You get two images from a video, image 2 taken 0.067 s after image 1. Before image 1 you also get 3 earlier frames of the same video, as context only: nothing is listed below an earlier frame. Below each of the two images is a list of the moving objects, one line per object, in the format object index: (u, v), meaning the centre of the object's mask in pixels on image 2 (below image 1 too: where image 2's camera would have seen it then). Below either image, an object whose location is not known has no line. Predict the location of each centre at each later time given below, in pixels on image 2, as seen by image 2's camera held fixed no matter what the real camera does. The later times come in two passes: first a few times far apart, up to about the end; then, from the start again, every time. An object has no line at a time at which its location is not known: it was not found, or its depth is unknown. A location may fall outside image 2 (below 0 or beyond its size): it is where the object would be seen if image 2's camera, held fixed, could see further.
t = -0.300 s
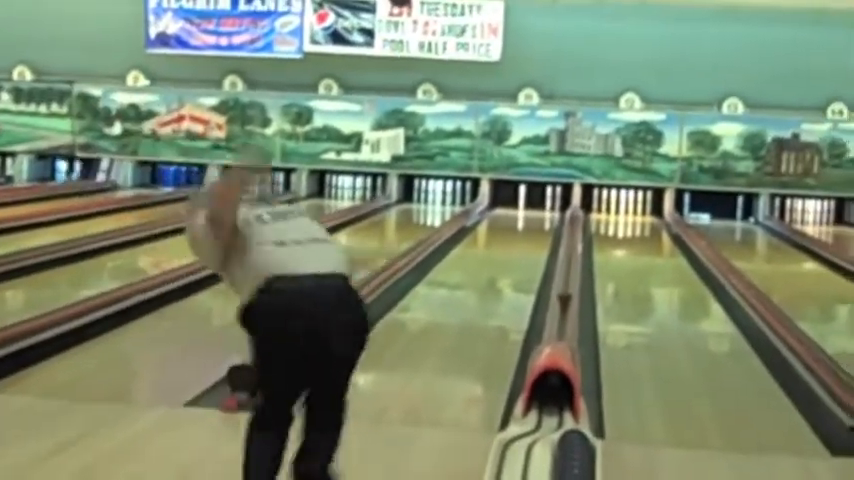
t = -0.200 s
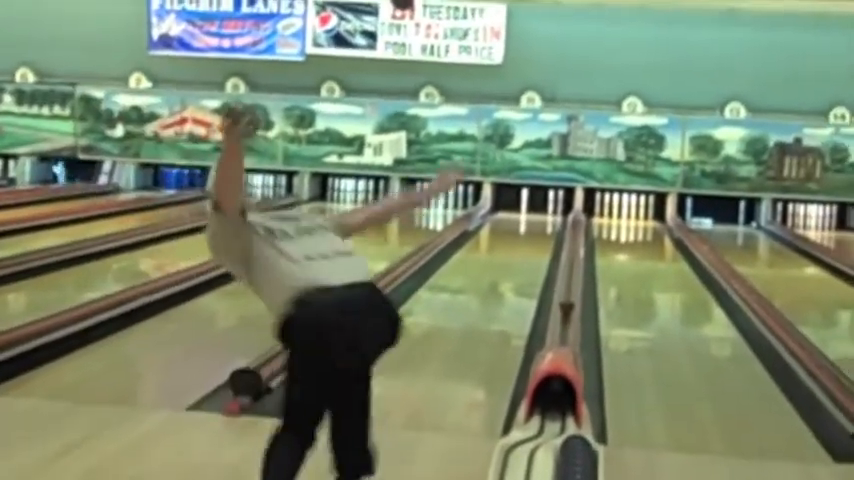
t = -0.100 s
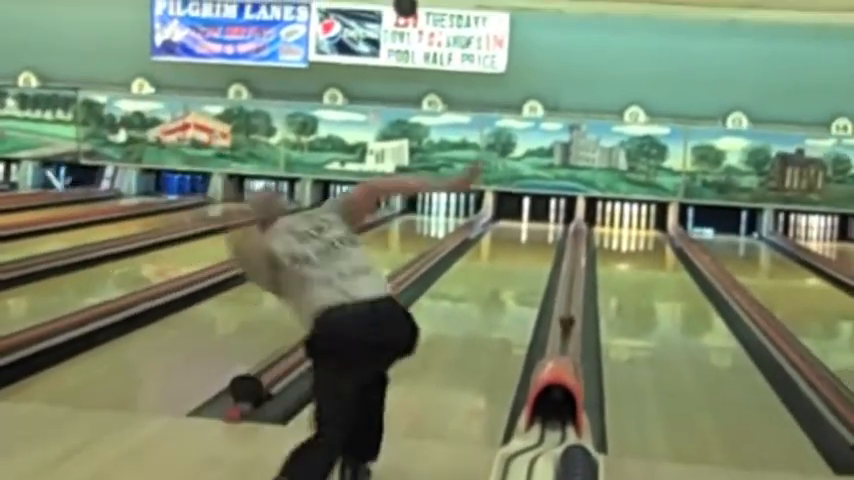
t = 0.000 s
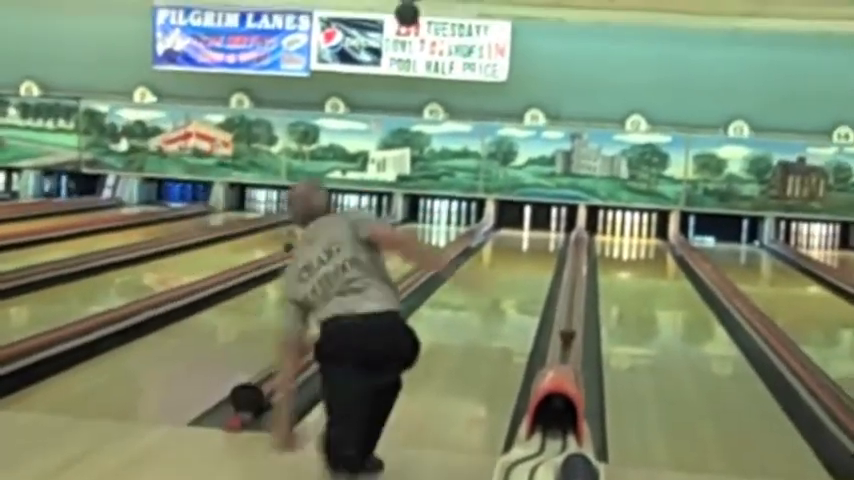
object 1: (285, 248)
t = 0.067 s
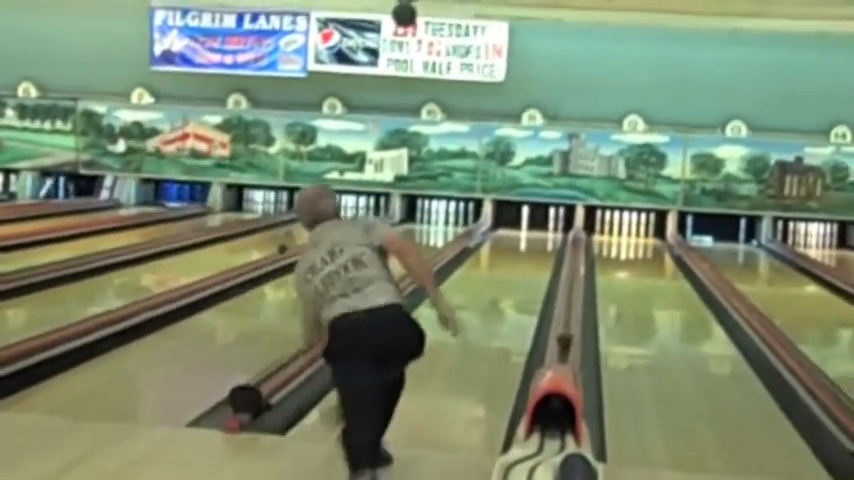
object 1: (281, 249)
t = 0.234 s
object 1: (272, 252)
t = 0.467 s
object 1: (257, 256)
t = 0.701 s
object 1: (241, 261)
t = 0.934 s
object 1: (224, 267)
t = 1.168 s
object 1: (206, 274)
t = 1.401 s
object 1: (184, 280)
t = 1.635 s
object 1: (161, 288)
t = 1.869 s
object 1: (135, 296)
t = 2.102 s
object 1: (106, 306)
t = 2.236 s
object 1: (88, 312)
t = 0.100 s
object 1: (279, 250)
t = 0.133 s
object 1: (277, 250)
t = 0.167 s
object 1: (276, 250)
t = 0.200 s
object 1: (274, 251)
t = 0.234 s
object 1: (272, 252)
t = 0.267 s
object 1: (270, 252)
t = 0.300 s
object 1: (268, 253)
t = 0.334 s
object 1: (265, 254)
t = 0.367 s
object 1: (264, 254)
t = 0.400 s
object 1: (261, 255)
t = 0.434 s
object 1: (259, 256)
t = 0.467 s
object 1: (257, 256)
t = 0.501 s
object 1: (255, 257)
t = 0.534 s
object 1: (253, 258)
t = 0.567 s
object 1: (250, 259)
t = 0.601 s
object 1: (249, 259)
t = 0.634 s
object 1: (246, 260)
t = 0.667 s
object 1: (244, 260)
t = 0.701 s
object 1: (241, 261)
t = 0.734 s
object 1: (239, 262)
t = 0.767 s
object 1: (236, 263)
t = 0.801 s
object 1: (234, 263)
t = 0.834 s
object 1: (232, 264)
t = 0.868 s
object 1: (230, 265)
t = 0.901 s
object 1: (227, 266)
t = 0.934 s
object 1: (224, 267)
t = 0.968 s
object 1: (222, 268)
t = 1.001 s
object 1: (219, 269)
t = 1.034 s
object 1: (217, 270)
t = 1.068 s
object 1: (214, 271)
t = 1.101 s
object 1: (211, 272)
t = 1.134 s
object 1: (209, 273)
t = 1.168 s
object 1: (206, 274)
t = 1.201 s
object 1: (203, 274)
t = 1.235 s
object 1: (200, 276)
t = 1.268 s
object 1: (197, 277)
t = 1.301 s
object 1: (194, 278)
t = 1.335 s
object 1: (191, 278)
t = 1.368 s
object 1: (188, 279)
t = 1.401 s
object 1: (184, 280)
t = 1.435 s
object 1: (181, 281)
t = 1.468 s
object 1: (178, 282)
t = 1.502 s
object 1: (175, 283)
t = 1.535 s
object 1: (172, 285)
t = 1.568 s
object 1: (169, 285)
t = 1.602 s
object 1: (165, 287)
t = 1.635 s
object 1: (161, 288)
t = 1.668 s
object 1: (158, 289)
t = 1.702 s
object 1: (154, 290)
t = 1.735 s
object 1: (150, 291)
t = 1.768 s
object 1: (146, 293)
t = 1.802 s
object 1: (143, 293)
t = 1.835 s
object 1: (139, 294)
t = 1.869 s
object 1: (135, 296)
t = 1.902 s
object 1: (131, 298)
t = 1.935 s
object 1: (127, 299)
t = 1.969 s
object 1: (123, 300)
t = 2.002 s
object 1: (119, 302)
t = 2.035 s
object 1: (115, 303)
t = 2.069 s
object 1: (110, 304)
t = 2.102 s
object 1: (106, 306)
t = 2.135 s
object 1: (101, 308)
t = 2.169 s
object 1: (97, 309)
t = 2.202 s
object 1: (92, 310)
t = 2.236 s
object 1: (88, 312)
